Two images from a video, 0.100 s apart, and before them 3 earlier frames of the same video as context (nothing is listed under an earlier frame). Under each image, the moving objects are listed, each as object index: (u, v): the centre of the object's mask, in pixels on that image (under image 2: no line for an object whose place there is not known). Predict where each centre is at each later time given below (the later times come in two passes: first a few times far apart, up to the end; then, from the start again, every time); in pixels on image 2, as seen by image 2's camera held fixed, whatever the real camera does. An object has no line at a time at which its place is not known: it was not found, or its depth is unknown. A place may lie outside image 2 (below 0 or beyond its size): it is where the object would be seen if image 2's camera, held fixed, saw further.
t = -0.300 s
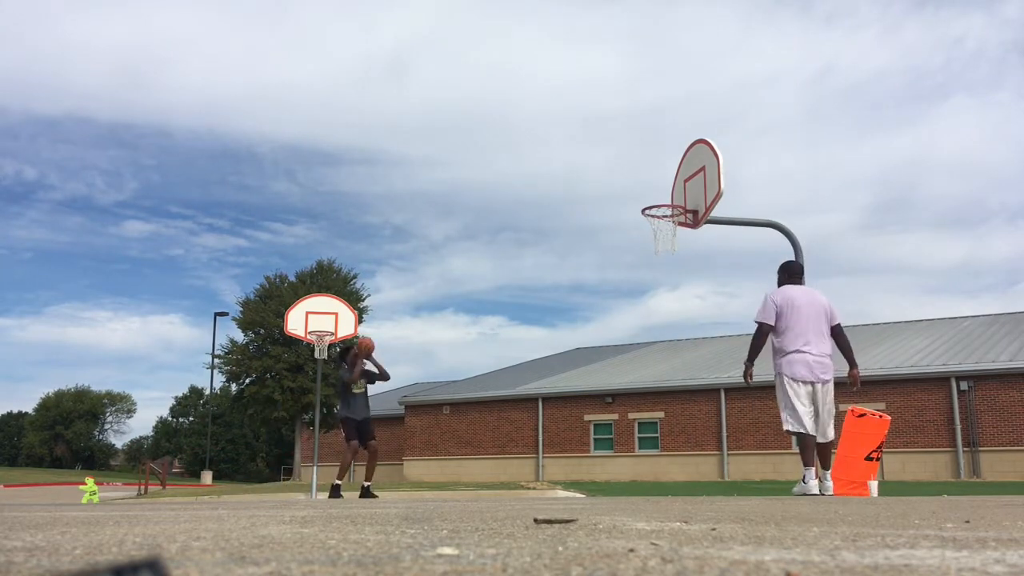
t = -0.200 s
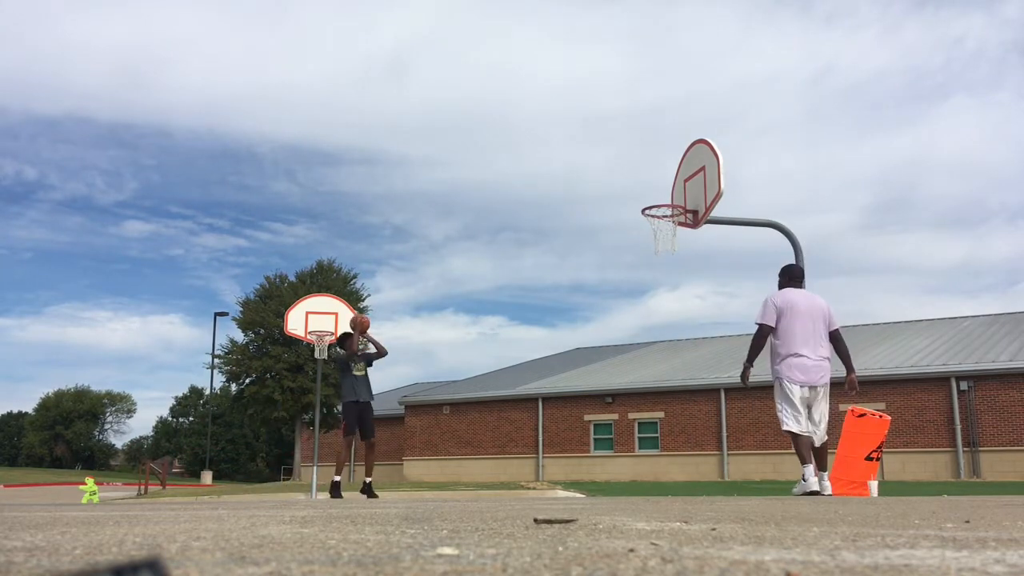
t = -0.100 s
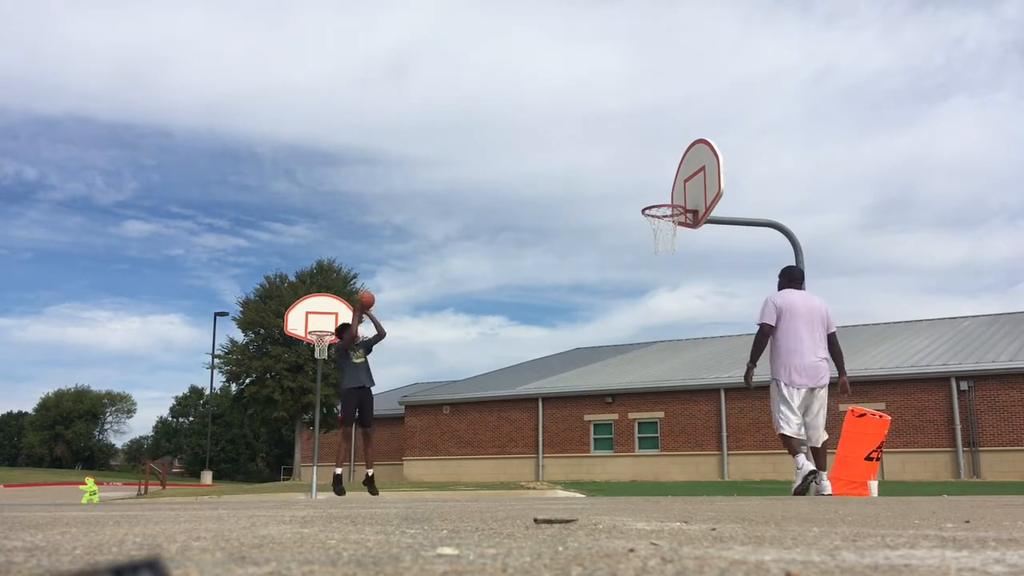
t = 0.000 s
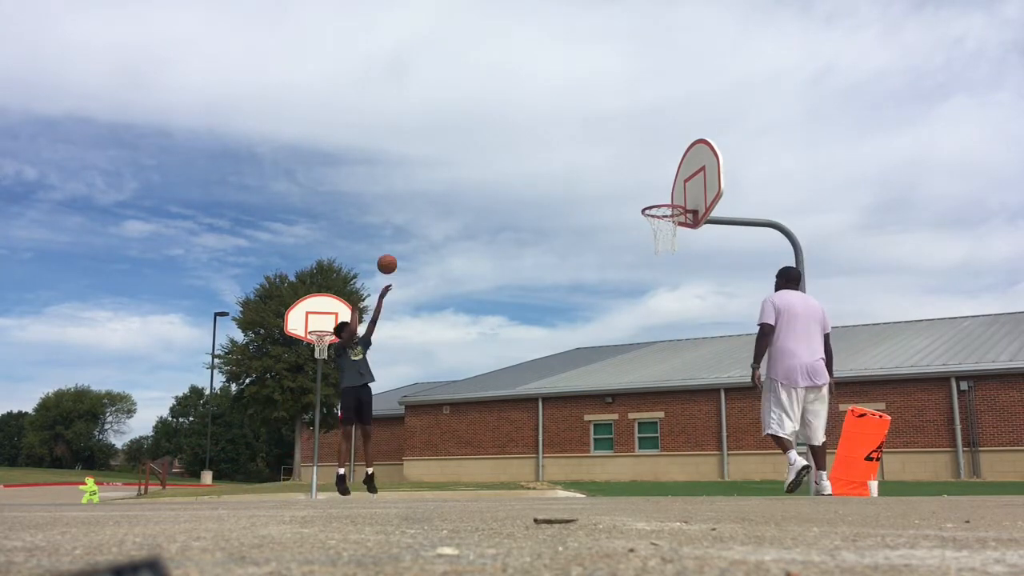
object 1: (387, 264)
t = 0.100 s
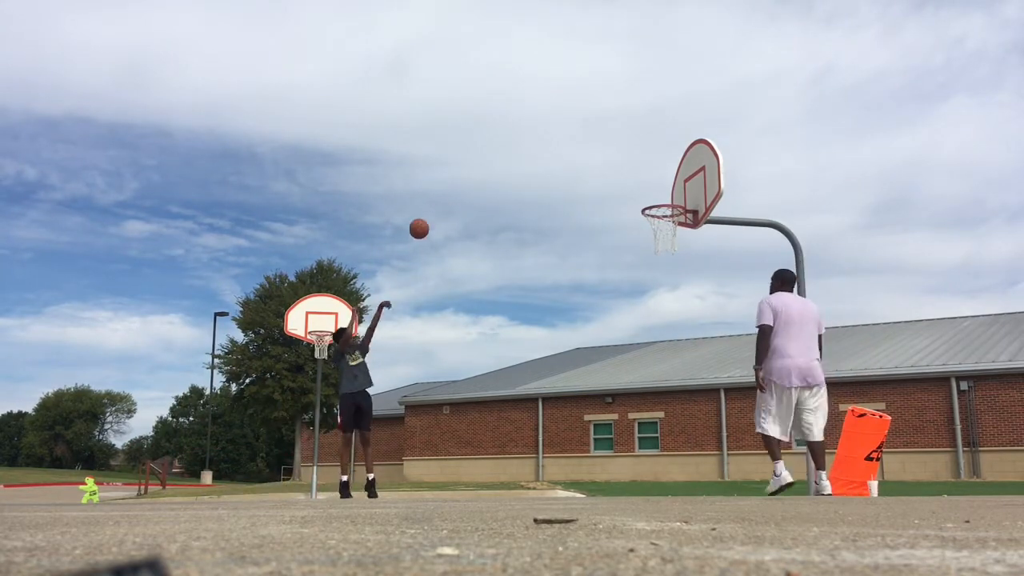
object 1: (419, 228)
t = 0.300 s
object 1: (482, 181)
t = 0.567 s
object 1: (570, 165)
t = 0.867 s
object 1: (669, 215)
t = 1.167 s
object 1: (674, 291)
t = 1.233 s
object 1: (674, 316)
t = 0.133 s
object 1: (429, 218)
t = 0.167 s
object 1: (440, 209)
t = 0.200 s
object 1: (450, 201)
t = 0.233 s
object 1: (461, 193)
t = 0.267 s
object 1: (472, 187)
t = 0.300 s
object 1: (482, 181)
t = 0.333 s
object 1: (493, 176)
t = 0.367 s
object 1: (504, 172)
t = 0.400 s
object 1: (515, 169)
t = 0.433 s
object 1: (526, 166)
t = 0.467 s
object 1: (537, 164)
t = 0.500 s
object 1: (548, 164)
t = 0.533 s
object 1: (559, 164)
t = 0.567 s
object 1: (570, 165)
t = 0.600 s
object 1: (581, 167)
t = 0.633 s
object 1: (593, 170)
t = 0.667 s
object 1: (604, 173)
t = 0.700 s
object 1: (616, 178)
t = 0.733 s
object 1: (627, 184)
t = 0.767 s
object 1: (639, 190)
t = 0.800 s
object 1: (651, 197)
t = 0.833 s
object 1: (663, 206)
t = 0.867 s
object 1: (669, 215)
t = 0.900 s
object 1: (674, 222)
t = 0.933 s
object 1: (674, 231)
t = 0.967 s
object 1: (675, 235)
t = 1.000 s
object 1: (674, 242)
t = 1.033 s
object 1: (674, 250)
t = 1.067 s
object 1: (674, 259)
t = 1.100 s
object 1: (674, 269)
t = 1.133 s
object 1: (674, 279)
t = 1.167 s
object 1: (674, 291)
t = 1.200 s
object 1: (674, 303)
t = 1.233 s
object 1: (674, 316)
